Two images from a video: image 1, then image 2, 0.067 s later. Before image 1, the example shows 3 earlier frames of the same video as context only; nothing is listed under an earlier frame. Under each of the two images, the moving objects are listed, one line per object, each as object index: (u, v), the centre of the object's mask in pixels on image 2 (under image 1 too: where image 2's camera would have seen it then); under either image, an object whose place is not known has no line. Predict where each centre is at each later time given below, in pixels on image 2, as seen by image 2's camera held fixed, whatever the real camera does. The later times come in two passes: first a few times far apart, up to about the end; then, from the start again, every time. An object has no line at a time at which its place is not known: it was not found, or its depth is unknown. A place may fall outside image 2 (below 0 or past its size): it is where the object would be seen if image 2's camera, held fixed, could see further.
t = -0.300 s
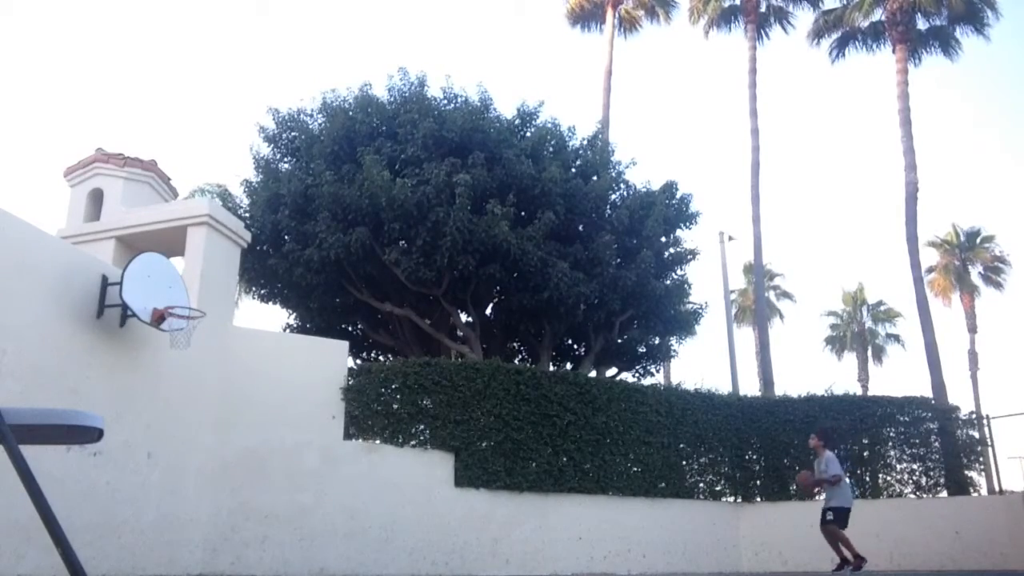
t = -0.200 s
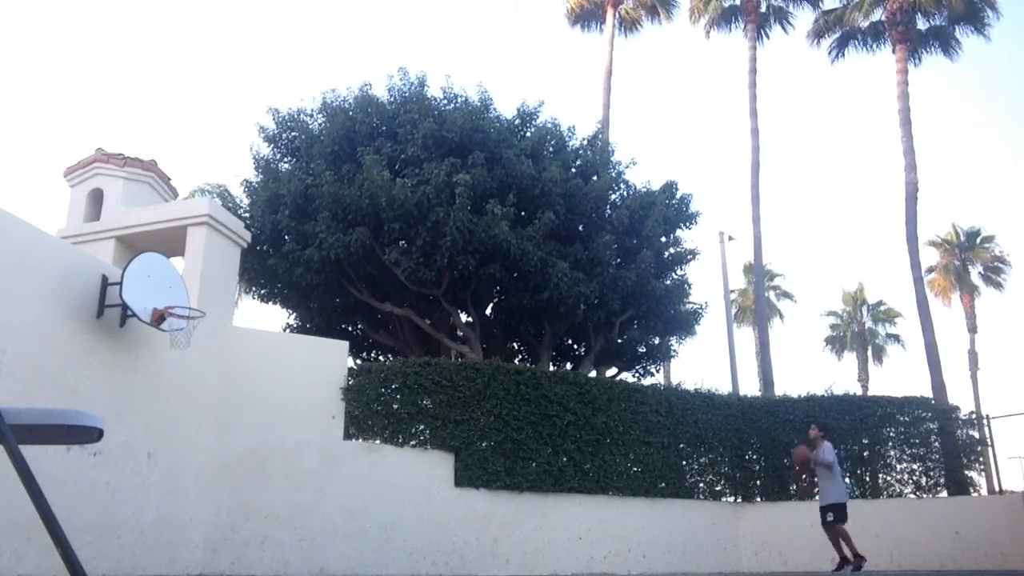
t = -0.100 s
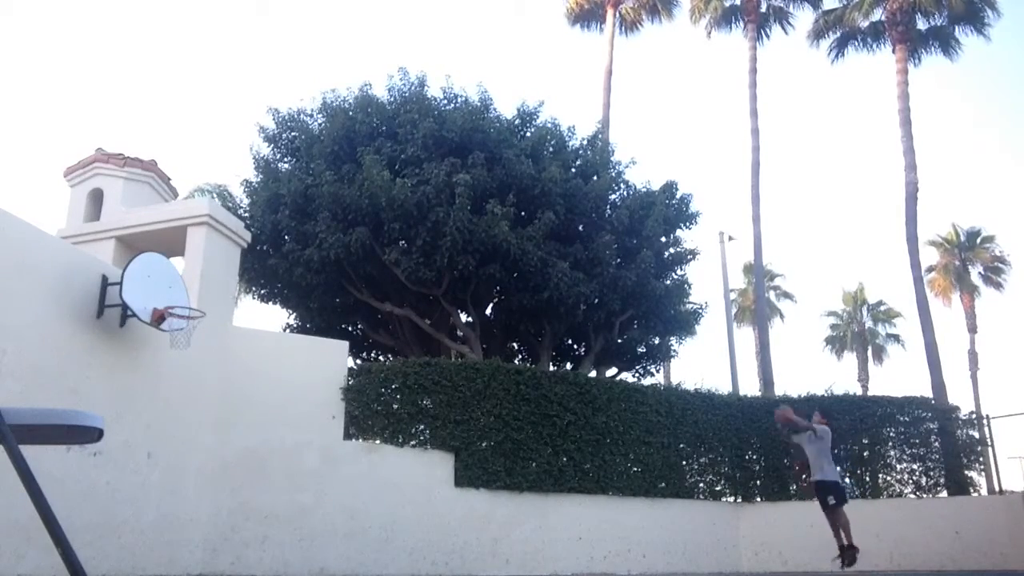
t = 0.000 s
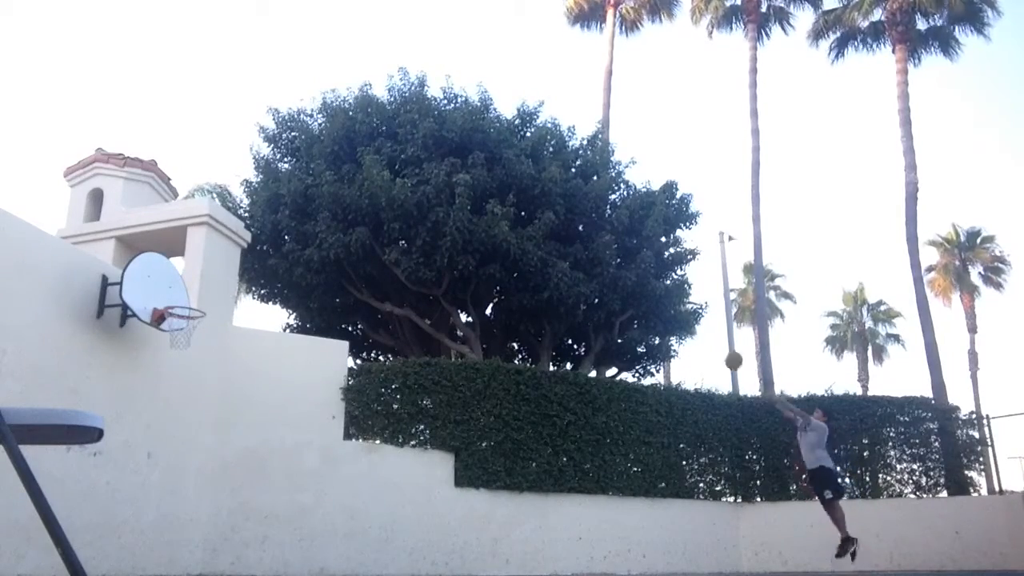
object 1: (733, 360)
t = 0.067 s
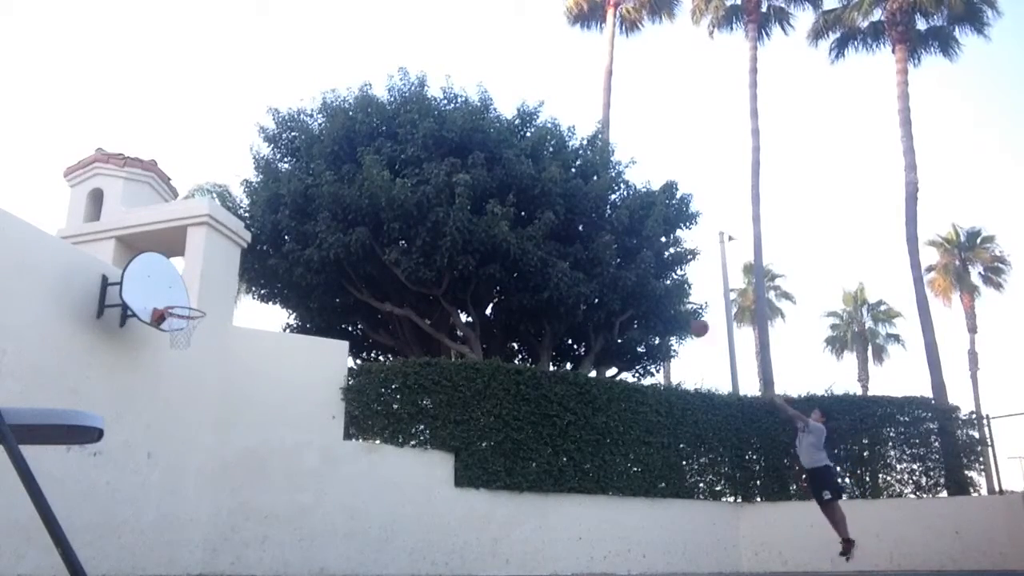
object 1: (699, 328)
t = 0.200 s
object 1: (636, 274)
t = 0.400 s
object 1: (547, 226)
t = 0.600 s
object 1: (463, 208)
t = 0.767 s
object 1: (394, 211)
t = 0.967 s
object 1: (309, 243)
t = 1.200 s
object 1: (216, 311)
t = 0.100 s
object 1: (683, 313)
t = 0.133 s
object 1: (667, 299)
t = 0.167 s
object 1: (651, 286)
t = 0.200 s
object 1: (636, 274)
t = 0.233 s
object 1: (622, 264)
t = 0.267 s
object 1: (606, 255)
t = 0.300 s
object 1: (592, 246)
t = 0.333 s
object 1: (577, 239)
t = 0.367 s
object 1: (562, 233)
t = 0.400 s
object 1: (547, 226)
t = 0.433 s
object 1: (533, 221)
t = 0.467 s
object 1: (519, 217)
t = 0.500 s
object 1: (505, 212)
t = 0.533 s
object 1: (491, 209)
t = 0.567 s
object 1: (477, 208)
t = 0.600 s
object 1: (463, 208)
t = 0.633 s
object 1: (450, 206)
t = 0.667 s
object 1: (435, 206)
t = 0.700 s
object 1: (421, 207)
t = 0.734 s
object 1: (407, 208)
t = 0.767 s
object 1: (394, 211)
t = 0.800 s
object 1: (379, 214)
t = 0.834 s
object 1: (366, 219)
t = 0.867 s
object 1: (352, 223)
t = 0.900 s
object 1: (337, 228)
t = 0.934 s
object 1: (323, 235)
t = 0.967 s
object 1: (309, 243)
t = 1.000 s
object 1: (295, 250)
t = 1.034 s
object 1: (279, 259)
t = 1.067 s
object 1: (265, 268)
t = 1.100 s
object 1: (250, 279)
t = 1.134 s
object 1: (237, 290)
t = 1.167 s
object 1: (220, 302)
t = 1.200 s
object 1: (216, 311)
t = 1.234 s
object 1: (230, 313)
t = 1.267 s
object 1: (246, 316)
